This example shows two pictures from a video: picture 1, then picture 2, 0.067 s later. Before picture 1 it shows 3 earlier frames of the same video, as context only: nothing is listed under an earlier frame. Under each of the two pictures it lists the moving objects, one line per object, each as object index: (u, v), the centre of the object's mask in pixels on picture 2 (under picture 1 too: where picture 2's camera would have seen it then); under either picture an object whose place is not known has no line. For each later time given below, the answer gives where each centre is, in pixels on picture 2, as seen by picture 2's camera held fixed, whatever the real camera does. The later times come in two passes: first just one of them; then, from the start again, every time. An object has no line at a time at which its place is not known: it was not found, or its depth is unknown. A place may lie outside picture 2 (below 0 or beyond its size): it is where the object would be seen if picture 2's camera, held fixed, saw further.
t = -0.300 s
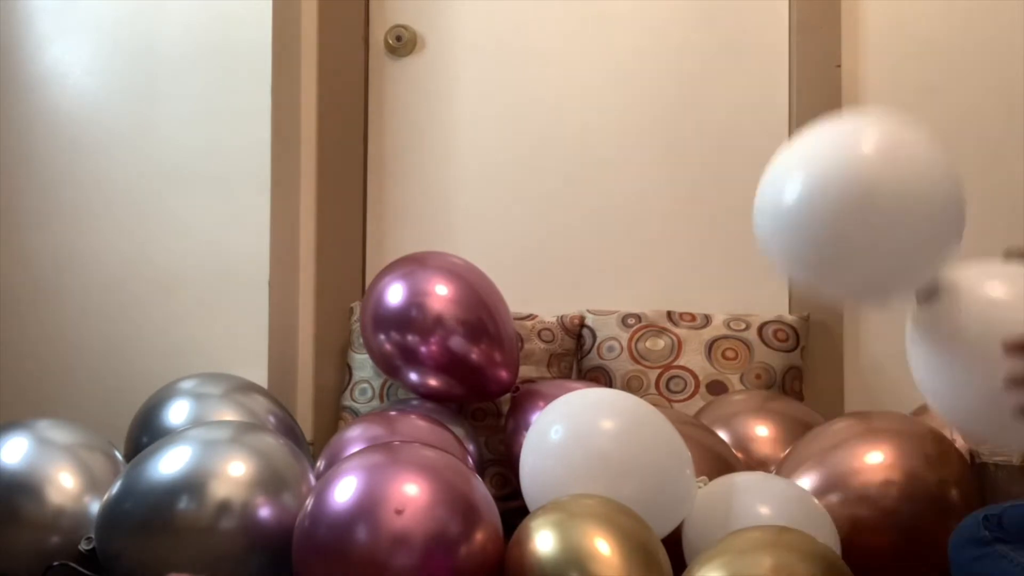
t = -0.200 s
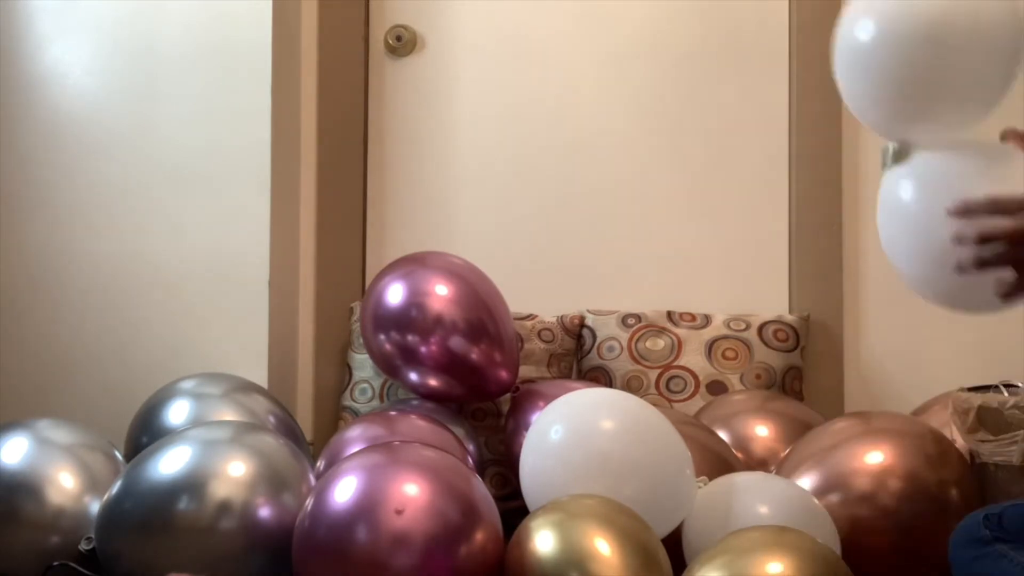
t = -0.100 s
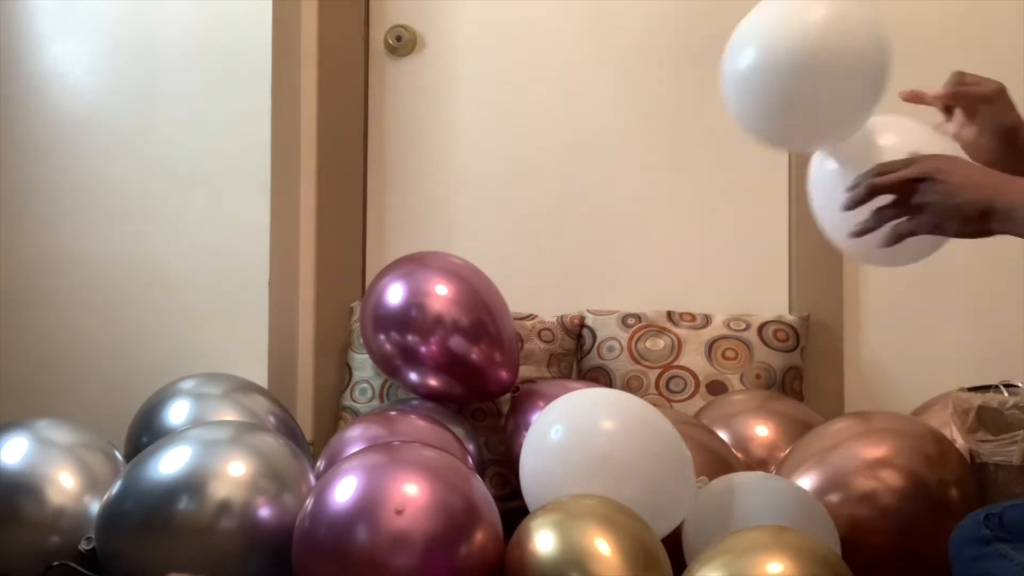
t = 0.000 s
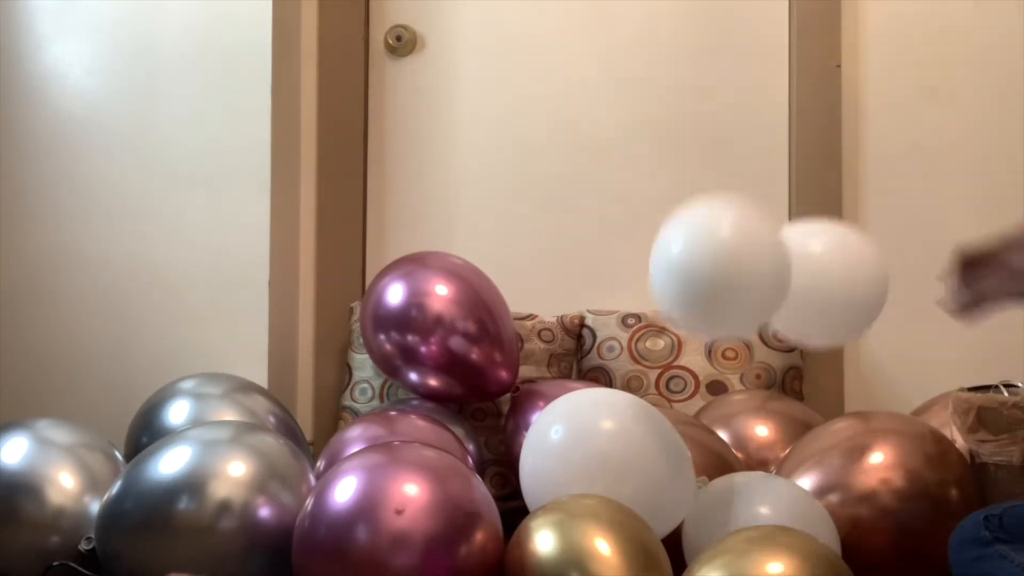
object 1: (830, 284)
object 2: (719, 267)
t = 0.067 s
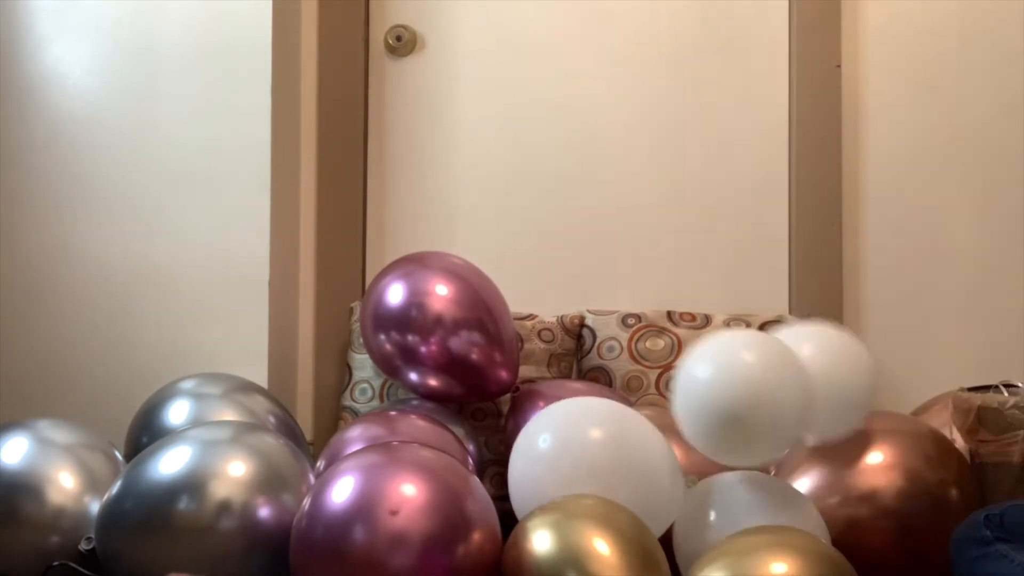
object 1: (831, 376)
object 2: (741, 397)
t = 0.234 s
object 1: (786, 404)
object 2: (885, 516)
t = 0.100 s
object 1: (812, 347)
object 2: (783, 425)
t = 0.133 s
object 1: (780, 348)
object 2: (818, 437)
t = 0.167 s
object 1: (767, 378)
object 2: (854, 468)
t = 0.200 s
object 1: (768, 417)
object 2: (889, 506)
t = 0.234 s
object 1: (786, 404)
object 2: (885, 516)
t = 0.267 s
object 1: (804, 408)
